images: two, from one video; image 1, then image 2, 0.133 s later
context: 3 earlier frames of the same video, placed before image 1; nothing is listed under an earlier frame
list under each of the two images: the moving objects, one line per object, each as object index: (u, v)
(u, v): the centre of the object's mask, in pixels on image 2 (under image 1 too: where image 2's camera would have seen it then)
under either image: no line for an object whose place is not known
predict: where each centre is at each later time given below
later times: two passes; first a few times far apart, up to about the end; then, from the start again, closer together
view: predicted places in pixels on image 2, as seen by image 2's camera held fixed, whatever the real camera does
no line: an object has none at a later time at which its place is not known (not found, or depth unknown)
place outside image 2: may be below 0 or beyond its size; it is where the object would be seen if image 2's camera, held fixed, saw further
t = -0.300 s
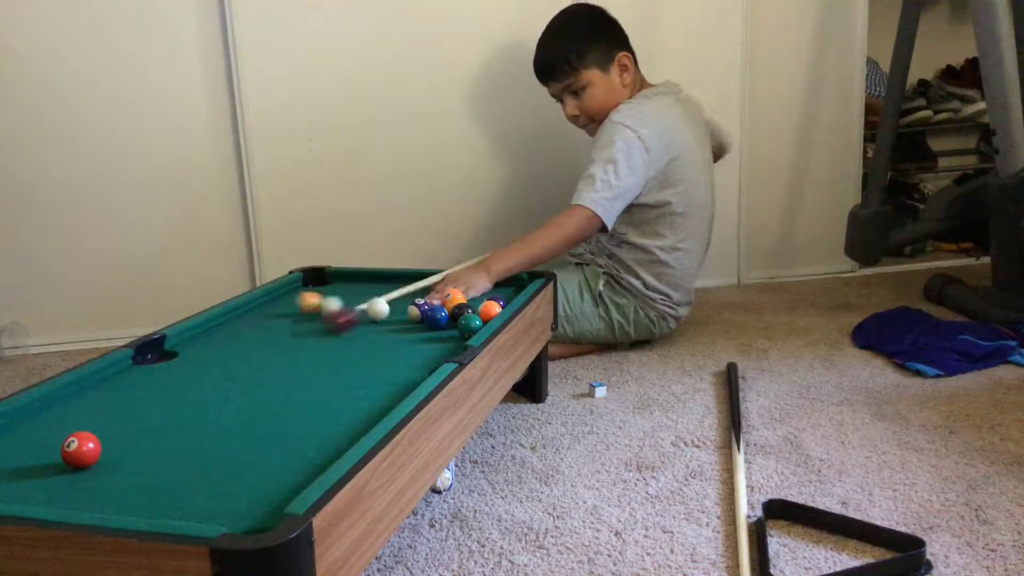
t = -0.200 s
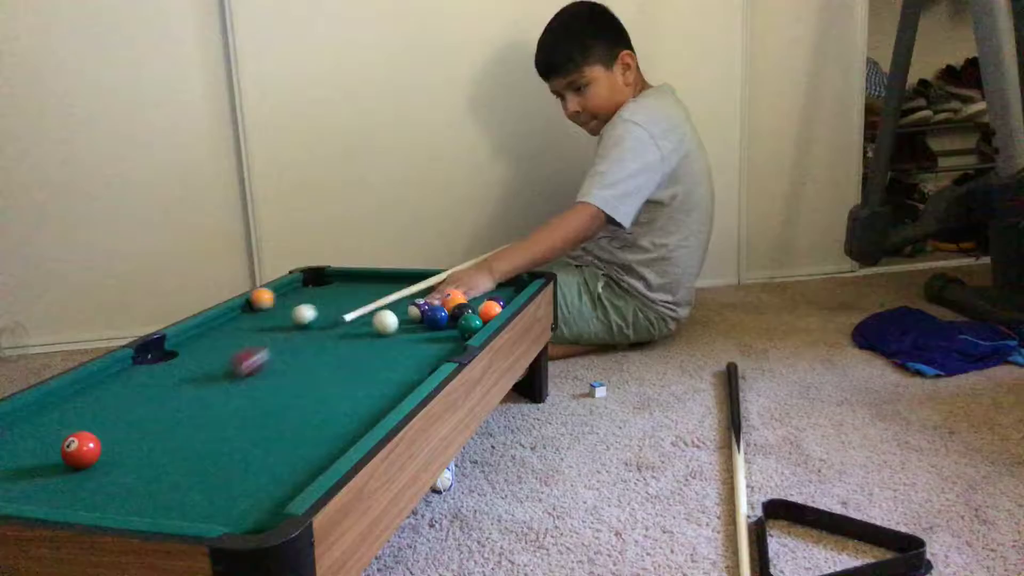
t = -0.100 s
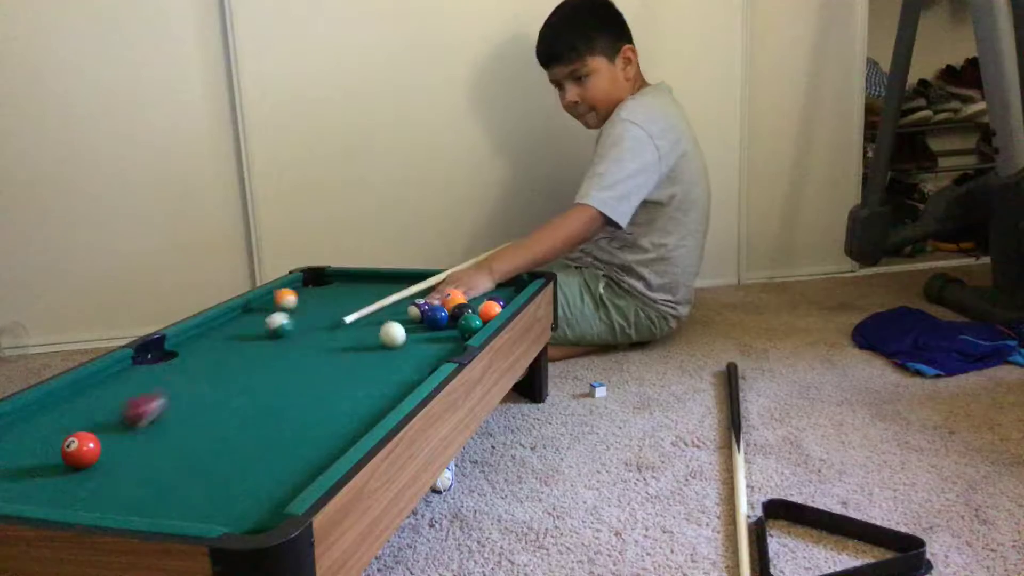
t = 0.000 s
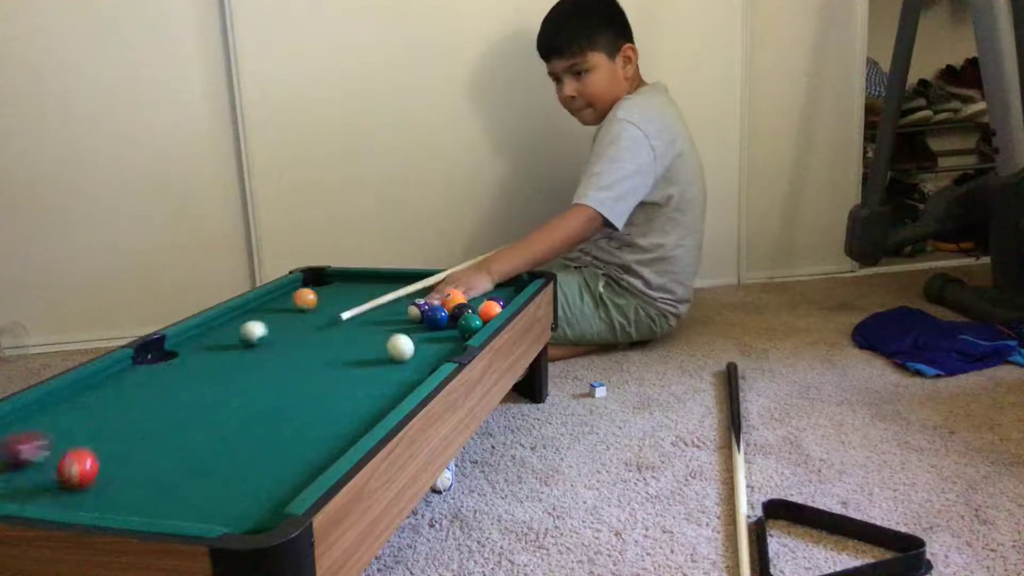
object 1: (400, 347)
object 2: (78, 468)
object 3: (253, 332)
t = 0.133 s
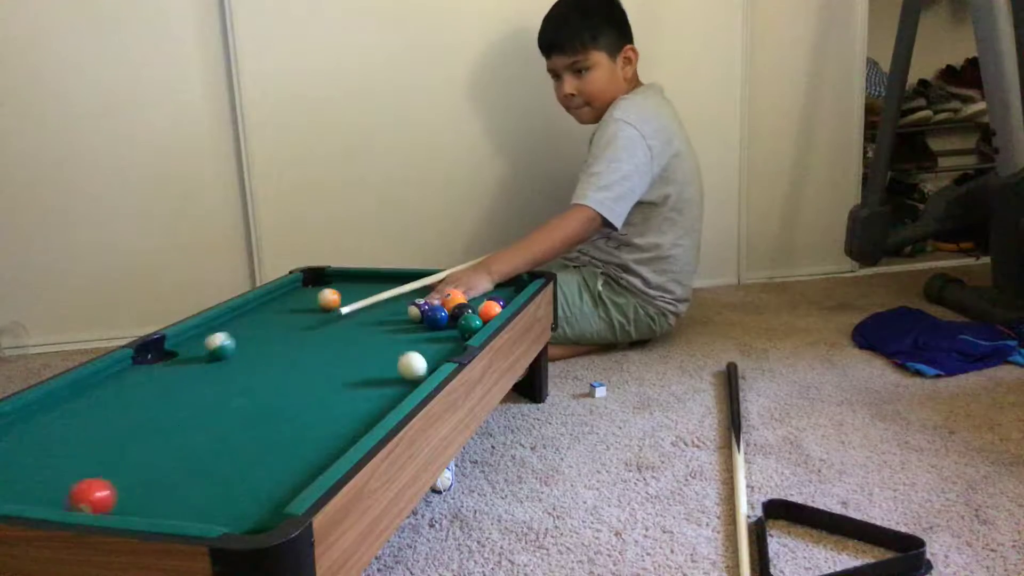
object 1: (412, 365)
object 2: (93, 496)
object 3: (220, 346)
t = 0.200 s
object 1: (416, 373)
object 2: (127, 491)
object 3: (207, 351)
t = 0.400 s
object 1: (370, 395)
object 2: (215, 476)
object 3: (155, 371)
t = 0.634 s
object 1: (314, 417)
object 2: (305, 463)
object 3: (101, 394)
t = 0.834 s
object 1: (267, 435)
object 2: (318, 450)
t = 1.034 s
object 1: (225, 452)
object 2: (314, 442)
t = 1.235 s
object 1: (189, 466)
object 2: (312, 437)
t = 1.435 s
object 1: (161, 478)
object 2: (311, 436)
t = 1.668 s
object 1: (141, 488)
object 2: (311, 436)
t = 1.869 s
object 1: (134, 492)
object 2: (311, 436)
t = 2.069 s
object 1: (133, 493)
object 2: (312, 436)
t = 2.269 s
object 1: (133, 493)
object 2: (312, 436)
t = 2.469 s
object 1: (134, 493)
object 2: (312, 436)
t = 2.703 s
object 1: (134, 493)
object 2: (311, 436)
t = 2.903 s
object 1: (134, 493)
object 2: (312, 436)
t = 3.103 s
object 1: (134, 493)
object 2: (312, 436)
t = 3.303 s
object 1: (134, 493)
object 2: (312, 436)
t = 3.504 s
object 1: (134, 493)
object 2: (312, 436)
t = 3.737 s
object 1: (134, 493)
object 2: (311, 436)
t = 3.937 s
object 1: (133, 493)
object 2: (311, 436)
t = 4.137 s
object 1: (134, 493)
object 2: (311, 436)
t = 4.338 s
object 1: (134, 493)
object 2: (311, 436)
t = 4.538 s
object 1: (133, 493)
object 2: (312, 436)
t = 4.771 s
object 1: (134, 493)
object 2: (311, 436)
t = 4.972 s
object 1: (134, 493)
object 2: (311, 436)
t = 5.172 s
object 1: (134, 493)
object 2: (312, 436)
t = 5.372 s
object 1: (134, 493)
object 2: (312, 436)
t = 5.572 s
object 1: (133, 493)
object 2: (311, 437)
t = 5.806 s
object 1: (133, 493)
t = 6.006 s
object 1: (134, 493)
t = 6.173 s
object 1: (134, 493)
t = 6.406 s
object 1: (134, 494)
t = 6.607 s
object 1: (135, 492)
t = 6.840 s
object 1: (134, 493)
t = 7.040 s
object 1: (134, 493)
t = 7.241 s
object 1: (134, 493)
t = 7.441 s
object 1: (134, 493)
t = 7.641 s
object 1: (134, 493)
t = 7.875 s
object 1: (134, 493)
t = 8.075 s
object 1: (134, 493)
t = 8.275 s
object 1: (134, 493)
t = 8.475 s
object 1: (134, 493)
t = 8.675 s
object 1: (134, 493)
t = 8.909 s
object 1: (134, 493)
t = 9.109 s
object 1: (134, 493)
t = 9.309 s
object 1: (134, 493)
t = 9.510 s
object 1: (134, 493)
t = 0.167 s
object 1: (415, 369)
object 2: (110, 494)
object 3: (211, 349)
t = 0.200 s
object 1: (416, 373)
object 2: (127, 491)
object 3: (207, 351)
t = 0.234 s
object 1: (410, 377)
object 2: (142, 488)
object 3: (196, 354)
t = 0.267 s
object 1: (402, 380)
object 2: (158, 486)
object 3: (186, 356)
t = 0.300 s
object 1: (394, 384)
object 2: (172, 483)
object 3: (177, 362)
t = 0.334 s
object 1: (386, 388)
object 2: (187, 481)
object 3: (170, 365)
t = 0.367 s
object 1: (378, 392)
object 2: (201, 479)
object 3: (163, 368)
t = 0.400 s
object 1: (370, 395)
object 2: (215, 476)
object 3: (155, 371)
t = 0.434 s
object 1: (362, 398)
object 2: (229, 474)
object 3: (147, 375)
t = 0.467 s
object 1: (354, 401)
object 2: (242, 472)
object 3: (140, 378)
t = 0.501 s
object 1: (346, 404)
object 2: (255, 470)
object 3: (134, 379)
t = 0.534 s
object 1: (338, 407)
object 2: (268, 468)
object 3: (124, 382)
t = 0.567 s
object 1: (330, 411)
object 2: (281, 467)
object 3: (115, 387)
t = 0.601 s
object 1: (321, 414)
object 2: (293, 465)
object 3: (107, 390)
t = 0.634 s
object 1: (314, 417)
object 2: (305, 463)
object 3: (101, 394)
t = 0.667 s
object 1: (306, 420)
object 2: (316, 459)
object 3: (94, 397)
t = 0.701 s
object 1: (298, 423)
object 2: (321, 456)
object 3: (86, 399)
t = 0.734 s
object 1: (290, 426)
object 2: (320, 455)
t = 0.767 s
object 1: (282, 429)
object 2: (319, 454)
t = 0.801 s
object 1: (275, 432)
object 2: (318, 453)
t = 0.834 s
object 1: (267, 435)
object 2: (318, 450)
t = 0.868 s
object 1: (260, 438)
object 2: (317, 450)
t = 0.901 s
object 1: (253, 440)
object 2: (316, 448)
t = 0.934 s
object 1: (245, 443)
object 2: (315, 447)
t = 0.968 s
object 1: (239, 446)
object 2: (315, 445)
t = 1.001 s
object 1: (232, 449)
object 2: (314, 443)
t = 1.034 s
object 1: (225, 452)
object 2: (314, 442)
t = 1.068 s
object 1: (219, 454)
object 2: (313, 441)
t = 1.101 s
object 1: (212, 457)
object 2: (313, 440)
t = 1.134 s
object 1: (206, 460)
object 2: (313, 439)
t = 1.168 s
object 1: (200, 462)
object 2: (313, 438)
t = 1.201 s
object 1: (194, 464)
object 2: (312, 437)
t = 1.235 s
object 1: (189, 466)
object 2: (312, 437)
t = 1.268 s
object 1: (184, 469)
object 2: (312, 436)
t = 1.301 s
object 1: (179, 471)
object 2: (312, 436)
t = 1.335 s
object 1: (174, 473)
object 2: (312, 436)
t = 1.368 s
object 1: (170, 475)
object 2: (311, 436)
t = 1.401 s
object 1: (166, 477)
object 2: (311, 436)
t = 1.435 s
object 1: (161, 478)
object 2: (311, 436)
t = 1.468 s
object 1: (158, 480)
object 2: (311, 436)
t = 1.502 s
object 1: (155, 481)
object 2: (311, 436)
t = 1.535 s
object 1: (151, 483)
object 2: (311, 436)
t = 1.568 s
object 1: (148, 484)
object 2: (311, 436)
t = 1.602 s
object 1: (146, 486)
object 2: (311, 436)
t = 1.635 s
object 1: (143, 487)
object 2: (311, 436)
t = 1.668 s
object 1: (141, 488)
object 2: (311, 436)
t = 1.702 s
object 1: (140, 489)
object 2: (311, 436)
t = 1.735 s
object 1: (138, 490)
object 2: (311, 436)
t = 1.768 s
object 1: (136, 491)
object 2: (311, 436)
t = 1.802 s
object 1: (136, 491)
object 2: (311, 436)
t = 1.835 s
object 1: (135, 492)
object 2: (311, 436)
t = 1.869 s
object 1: (134, 492)
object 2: (311, 436)
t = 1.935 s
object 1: (133, 493)
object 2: (312, 436)
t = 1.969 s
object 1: (133, 493)
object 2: (312, 436)
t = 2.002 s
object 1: (133, 493)
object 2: (312, 436)
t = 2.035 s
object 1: (133, 493)
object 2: (312, 436)
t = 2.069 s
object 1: (133, 493)
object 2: (312, 436)
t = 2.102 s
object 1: (133, 493)
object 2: (312, 436)
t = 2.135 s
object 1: (133, 493)
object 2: (312, 436)
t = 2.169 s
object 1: (133, 493)
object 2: (312, 436)
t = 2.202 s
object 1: (133, 493)
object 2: (312, 436)
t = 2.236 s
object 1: (133, 493)
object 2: (312, 436)
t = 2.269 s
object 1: (133, 493)
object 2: (312, 436)
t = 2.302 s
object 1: (133, 493)
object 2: (312, 436)
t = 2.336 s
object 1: (133, 493)
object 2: (312, 436)
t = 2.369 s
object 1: (133, 493)
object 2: (312, 436)
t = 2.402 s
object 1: (133, 493)
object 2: (312, 436)
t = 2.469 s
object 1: (134, 493)
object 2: (312, 436)
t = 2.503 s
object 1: (134, 493)
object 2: (312, 436)
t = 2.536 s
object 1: (134, 493)
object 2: (312, 436)
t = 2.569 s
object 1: (134, 493)
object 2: (312, 436)
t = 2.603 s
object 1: (134, 493)
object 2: (311, 436)
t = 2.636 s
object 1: (134, 493)
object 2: (311, 436)
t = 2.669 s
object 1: (134, 493)
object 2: (311, 436)
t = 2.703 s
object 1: (134, 493)
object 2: (311, 436)
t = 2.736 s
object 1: (134, 493)
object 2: (311, 436)
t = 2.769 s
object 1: (134, 493)
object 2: (312, 436)
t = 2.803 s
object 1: (134, 493)
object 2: (311, 436)
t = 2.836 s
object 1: (134, 493)
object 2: (312, 436)
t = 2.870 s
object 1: (134, 493)
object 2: (312, 436)
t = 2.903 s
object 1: (134, 493)
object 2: (312, 436)
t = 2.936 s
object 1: (134, 493)
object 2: (311, 436)
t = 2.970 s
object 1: (134, 493)
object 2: (312, 436)
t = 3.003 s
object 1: (133, 493)
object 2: (312, 436)
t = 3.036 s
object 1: (134, 493)
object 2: (312, 436)
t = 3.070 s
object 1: (133, 493)
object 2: (312, 436)
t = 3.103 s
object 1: (134, 493)
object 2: (312, 436)
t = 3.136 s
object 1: (133, 493)
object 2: (312, 436)
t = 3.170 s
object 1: (134, 493)
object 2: (312, 436)
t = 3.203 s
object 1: (134, 493)
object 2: (312, 436)
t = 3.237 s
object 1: (134, 493)
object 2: (312, 436)
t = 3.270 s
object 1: (134, 493)
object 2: (312, 436)
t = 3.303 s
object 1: (134, 493)
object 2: (312, 436)
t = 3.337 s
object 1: (134, 493)
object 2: (312, 436)
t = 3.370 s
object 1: (134, 493)
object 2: (312, 436)
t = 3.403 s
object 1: (134, 493)
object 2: (312, 436)
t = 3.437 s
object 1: (134, 493)
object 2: (312, 436)
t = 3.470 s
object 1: (134, 493)
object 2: (312, 436)
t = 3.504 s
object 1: (134, 493)
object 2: (312, 436)
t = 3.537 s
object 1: (134, 493)
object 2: (311, 436)
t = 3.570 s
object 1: (134, 493)
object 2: (311, 436)
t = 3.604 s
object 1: (134, 493)
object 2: (311, 436)
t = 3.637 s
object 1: (134, 493)
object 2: (311, 436)
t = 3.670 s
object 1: (134, 493)
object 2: (311, 436)
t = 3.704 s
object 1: (134, 493)
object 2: (311, 436)
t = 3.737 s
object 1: (134, 493)
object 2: (311, 436)
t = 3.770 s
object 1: (134, 493)
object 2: (311, 436)
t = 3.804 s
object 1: (134, 493)
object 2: (311, 436)
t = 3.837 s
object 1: (134, 493)
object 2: (311, 436)
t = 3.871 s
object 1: (134, 493)
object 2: (311, 436)
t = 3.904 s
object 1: (134, 493)
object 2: (311, 436)
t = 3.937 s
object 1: (133, 493)
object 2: (311, 436)
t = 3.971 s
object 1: (134, 493)
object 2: (311, 436)
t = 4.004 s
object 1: (134, 493)
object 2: (311, 436)
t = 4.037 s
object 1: (133, 493)
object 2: (311, 436)
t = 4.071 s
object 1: (134, 493)
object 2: (311, 436)
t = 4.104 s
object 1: (134, 493)
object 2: (311, 436)
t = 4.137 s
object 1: (134, 493)
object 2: (311, 436)
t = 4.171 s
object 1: (134, 493)
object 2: (311, 436)
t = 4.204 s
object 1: (134, 493)
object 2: (311, 436)
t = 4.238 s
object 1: (133, 493)
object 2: (311, 436)
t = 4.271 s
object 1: (133, 493)
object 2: (312, 436)
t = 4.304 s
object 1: (134, 493)
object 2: (311, 436)
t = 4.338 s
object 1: (134, 493)
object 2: (311, 436)
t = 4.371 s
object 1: (133, 493)
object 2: (311, 436)
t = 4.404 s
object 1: (134, 493)
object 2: (311, 436)
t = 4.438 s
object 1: (134, 493)
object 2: (311, 436)
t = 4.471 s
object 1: (134, 493)
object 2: (311, 436)
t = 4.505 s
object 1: (134, 493)
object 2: (312, 436)
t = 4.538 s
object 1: (133, 493)
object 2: (312, 436)
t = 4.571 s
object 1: (134, 493)
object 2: (312, 436)
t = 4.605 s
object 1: (134, 493)
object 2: (312, 436)
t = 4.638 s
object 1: (134, 493)
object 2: (311, 436)
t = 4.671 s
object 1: (134, 493)
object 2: (311, 436)
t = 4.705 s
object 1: (134, 493)
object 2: (311, 436)
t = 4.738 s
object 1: (134, 493)
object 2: (312, 436)
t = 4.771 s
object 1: (134, 493)
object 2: (311, 436)
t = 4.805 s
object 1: (134, 493)
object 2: (311, 436)
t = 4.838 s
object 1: (134, 493)
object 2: (311, 436)
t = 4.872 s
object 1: (134, 493)
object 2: (311, 436)
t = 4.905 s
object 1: (134, 493)
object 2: (311, 436)
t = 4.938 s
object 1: (134, 493)
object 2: (311, 436)
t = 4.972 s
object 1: (134, 493)
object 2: (311, 436)
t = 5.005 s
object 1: (134, 493)
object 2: (311, 436)
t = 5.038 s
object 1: (134, 493)
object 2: (311, 436)
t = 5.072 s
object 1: (134, 493)
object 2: (311, 436)
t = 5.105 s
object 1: (134, 493)
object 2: (311, 436)
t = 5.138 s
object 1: (134, 493)
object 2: (312, 436)
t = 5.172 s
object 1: (134, 493)
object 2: (312, 436)
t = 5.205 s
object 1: (134, 493)
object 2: (312, 436)
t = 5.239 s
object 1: (134, 493)
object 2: (312, 436)
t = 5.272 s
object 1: (134, 493)
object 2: (312, 436)
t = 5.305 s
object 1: (134, 493)
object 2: (312, 436)
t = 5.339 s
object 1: (134, 493)
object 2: (312, 436)
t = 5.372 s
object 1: (134, 493)
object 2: (312, 436)
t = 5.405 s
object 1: (134, 493)
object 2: (312, 436)
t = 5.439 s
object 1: (134, 493)
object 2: (312, 436)
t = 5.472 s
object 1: (134, 493)
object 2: (311, 436)
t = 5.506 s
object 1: (134, 493)
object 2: (311, 436)
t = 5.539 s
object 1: (134, 493)
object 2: (311, 436)
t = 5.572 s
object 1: (133, 493)
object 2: (311, 437)
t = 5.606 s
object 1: (133, 493)
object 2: (311, 437)
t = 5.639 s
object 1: (134, 493)
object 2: (311, 436)
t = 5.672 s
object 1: (133, 493)
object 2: (311, 436)
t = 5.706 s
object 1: (133, 493)
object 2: (311, 436)
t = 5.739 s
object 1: (133, 493)
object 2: (311, 436)
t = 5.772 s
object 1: (133, 493)
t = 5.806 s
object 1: (133, 493)
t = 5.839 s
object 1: (133, 493)
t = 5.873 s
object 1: (133, 493)
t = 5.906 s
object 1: (134, 493)
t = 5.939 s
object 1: (134, 493)
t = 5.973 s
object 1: (134, 493)
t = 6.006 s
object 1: (134, 493)
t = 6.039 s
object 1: (134, 493)
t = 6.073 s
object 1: (134, 493)
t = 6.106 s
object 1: (134, 493)
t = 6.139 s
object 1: (134, 493)
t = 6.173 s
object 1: (134, 493)
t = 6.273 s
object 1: (134, 494)
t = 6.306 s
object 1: (134, 494)
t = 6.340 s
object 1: (133, 494)
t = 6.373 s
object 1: (134, 494)
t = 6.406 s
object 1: (134, 494)
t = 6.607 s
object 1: (135, 492)
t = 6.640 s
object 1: (134, 493)
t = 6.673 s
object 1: (134, 493)
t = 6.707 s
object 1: (133, 493)
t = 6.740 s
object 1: (134, 493)
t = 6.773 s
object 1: (134, 493)
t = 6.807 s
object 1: (134, 493)
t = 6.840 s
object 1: (134, 493)
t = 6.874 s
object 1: (134, 493)
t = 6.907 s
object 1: (134, 493)
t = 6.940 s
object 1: (134, 493)
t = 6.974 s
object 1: (134, 493)
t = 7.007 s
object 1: (134, 493)
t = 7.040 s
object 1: (134, 493)
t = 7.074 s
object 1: (134, 493)
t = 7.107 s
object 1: (134, 493)
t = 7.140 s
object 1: (134, 493)
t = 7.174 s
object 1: (134, 493)
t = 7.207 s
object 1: (134, 493)
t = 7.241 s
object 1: (134, 493)
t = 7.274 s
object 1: (134, 493)
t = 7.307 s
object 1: (134, 493)
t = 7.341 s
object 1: (134, 493)
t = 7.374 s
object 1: (134, 493)
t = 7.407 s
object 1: (134, 493)
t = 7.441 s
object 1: (134, 493)
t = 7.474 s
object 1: (134, 493)
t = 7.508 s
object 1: (134, 493)
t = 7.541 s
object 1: (134, 493)
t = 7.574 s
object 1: (134, 493)
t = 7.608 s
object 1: (134, 493)
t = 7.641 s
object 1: (134, 493)
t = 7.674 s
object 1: (134, 493)
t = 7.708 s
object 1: (134, 493)
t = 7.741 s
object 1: (134, 493)
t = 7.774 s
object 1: (134, 493)
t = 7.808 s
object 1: (134, 493)
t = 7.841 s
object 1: (134, 493)
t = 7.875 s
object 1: (134, 493)
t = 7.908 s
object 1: (134, 493)
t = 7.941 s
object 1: (134, 493)
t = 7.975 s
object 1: (134, 493)
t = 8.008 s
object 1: (134, 493)
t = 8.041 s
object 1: (134, 493)
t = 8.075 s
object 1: (134, 493)
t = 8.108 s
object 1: (134, 493)
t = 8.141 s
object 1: (134, 493)
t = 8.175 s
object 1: (134, 493)
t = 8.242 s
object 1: (134, 493)
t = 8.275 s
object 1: (134, 493)
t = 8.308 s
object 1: (134, 493)
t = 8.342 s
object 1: (134, 493)
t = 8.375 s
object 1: (134, 493)
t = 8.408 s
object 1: (134, 493)
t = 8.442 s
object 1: (134, 493)
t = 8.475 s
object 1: (134, 493)
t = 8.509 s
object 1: (134, 493)
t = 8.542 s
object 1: (134, 493)
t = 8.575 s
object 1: (134, 493)
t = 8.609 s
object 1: (134, 493)
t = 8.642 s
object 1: (134, 493)
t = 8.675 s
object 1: (134, 493)
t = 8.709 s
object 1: (134, 493)
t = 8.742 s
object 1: (134, 493)
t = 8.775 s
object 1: (134, 493)
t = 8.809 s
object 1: (134, 493)
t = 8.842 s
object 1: (134, 493)
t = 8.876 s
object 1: (134, 493)
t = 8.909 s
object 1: (134, 493)
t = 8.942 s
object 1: (134, 493)
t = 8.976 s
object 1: (134, 493)
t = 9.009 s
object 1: (134, 493)
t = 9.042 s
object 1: (134, 493)
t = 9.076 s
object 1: (134, 493)
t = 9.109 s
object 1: (134, 493)
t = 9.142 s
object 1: (134, 493)
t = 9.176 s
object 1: (134, 493)
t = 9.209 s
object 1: (134, 493)
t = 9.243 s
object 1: (134, 493)
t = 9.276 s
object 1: (134, 493)
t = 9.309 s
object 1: (134, 493)
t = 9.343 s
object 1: (134, 493)
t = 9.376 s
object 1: (134, 493)
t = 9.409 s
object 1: (134, 493)
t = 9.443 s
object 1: (134, 493)
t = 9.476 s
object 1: (134, 493)
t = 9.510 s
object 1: (134, 493)
